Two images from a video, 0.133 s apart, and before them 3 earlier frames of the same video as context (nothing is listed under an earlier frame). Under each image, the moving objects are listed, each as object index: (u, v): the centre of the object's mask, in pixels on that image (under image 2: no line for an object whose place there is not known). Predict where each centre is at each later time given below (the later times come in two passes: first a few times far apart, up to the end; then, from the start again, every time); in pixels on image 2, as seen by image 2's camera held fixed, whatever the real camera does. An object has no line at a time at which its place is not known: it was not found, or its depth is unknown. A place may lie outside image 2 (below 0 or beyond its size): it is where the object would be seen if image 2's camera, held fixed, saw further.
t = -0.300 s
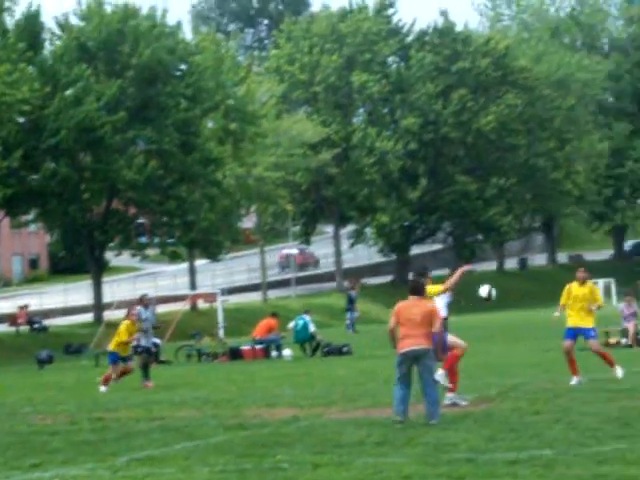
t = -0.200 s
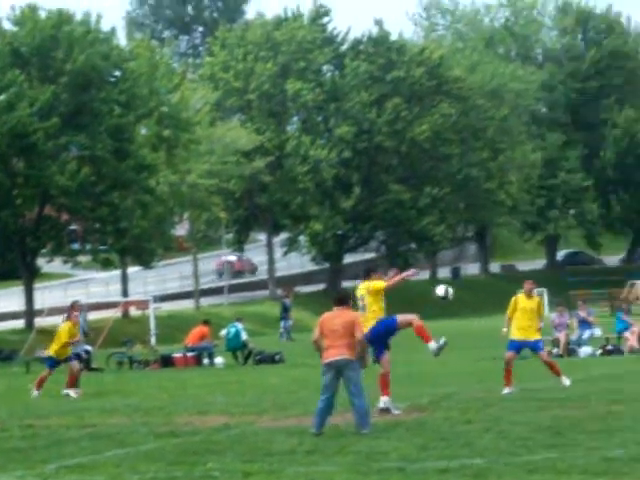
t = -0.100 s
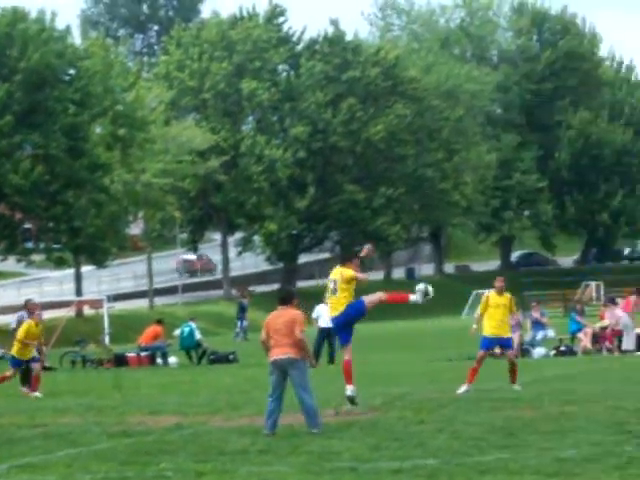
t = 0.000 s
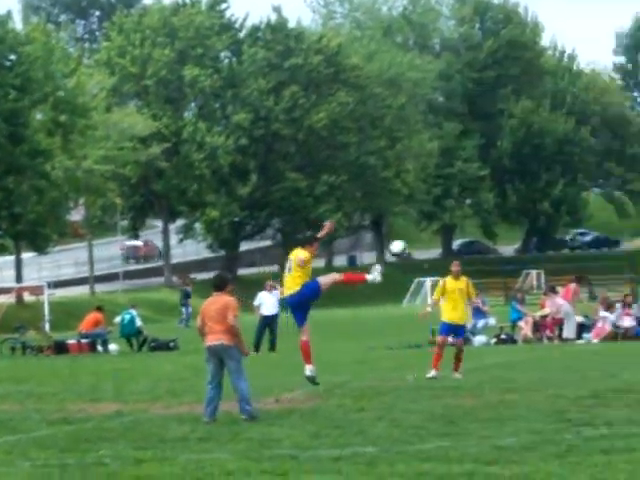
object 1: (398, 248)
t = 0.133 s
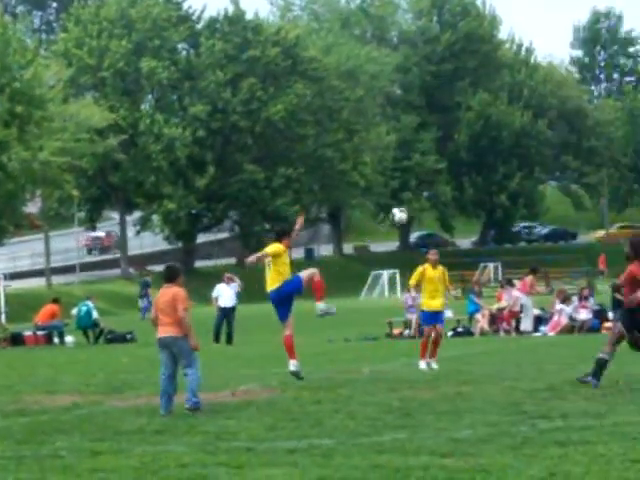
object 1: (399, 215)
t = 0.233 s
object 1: (429, 206)
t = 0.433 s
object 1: (489, 212)
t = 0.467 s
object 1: (499, 215)
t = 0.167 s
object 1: (408, 210)
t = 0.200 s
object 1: (419, 208)
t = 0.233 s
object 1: (429, 206)
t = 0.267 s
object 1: (440, 204)
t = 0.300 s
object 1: (450, 204)
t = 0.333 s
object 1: (460, 205)
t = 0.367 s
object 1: (470, 207)
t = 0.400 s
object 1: (479, 208)
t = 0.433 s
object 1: (489, 212)
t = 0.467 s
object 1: (499, 215)
